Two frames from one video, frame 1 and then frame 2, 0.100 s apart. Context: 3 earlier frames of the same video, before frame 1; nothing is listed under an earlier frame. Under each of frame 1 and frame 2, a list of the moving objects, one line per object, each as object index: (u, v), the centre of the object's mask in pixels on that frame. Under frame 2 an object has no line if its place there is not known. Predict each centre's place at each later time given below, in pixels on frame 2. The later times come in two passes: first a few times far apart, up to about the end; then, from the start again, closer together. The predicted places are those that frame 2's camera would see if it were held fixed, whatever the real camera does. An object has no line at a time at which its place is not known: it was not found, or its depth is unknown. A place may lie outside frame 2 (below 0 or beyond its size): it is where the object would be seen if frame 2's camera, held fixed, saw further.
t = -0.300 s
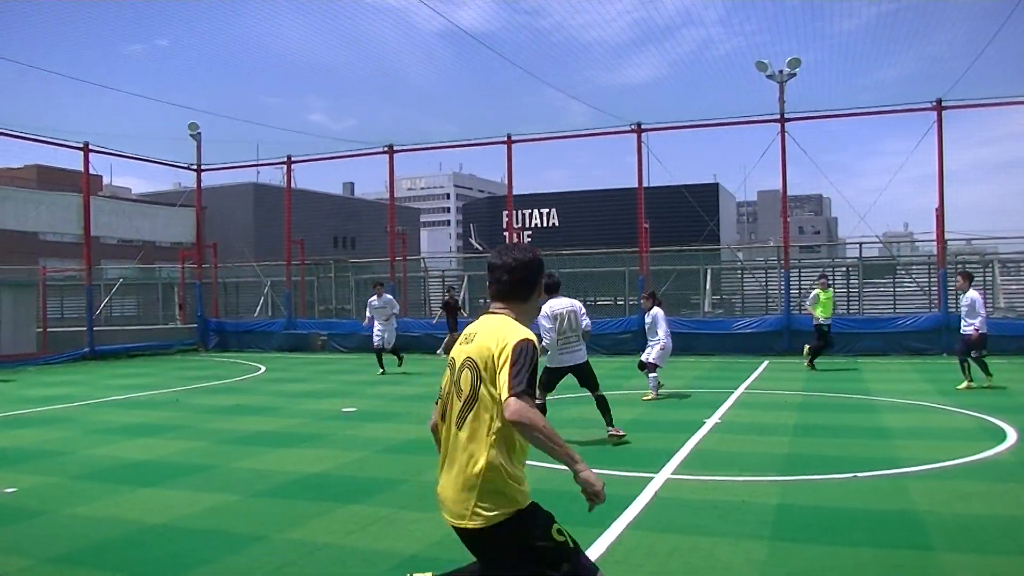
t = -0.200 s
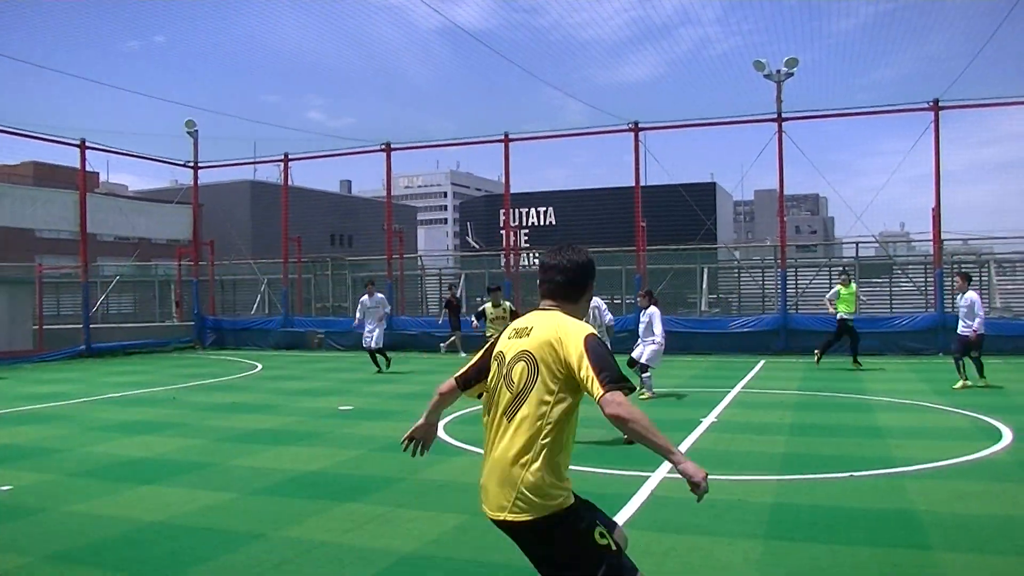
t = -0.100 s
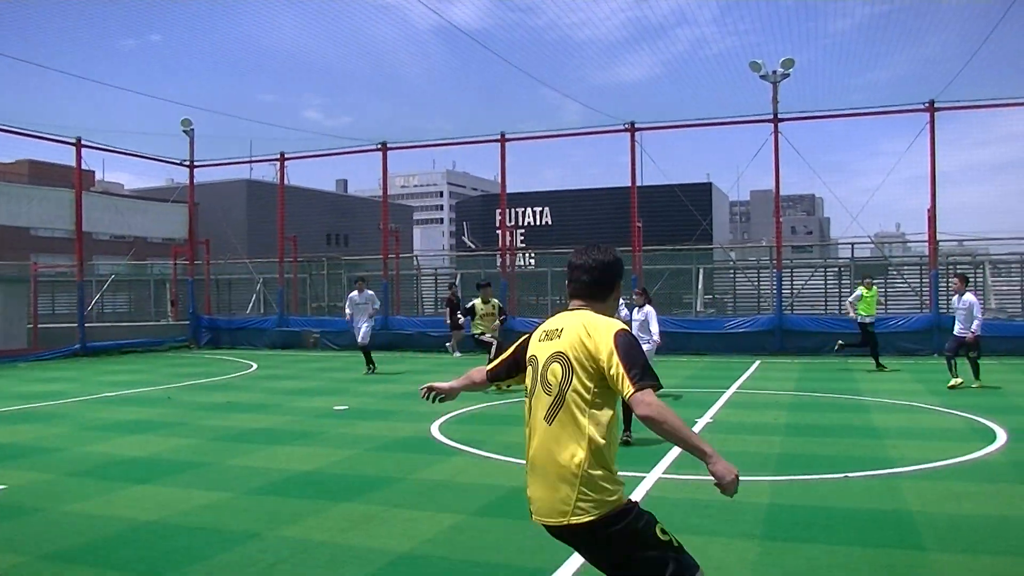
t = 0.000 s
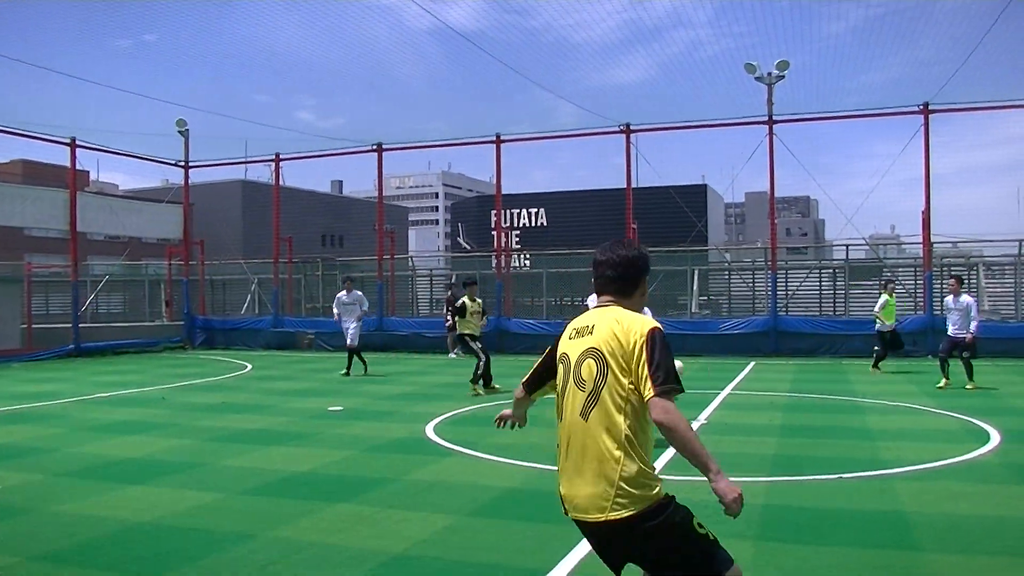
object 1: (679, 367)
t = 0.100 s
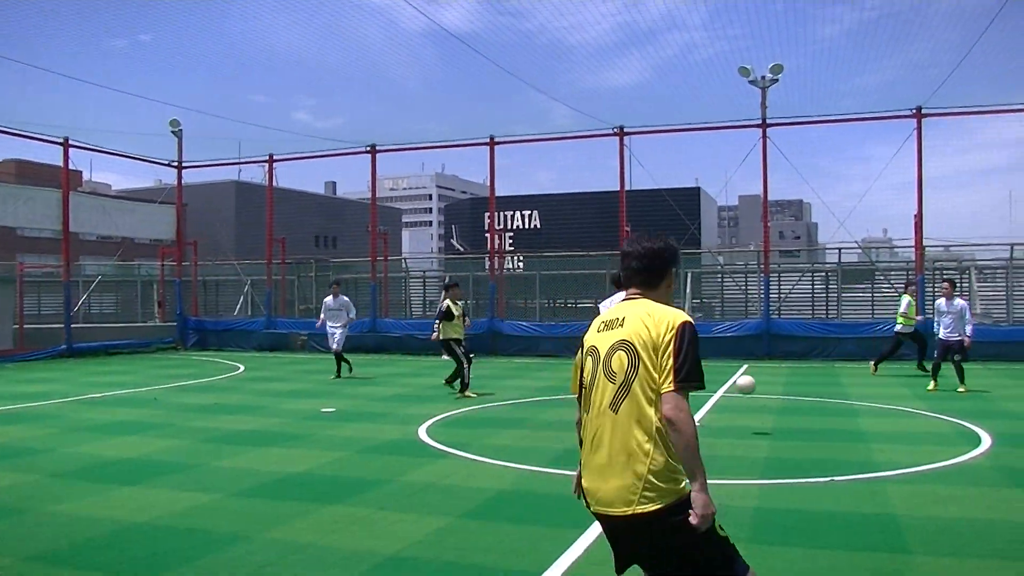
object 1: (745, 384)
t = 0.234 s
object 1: (870, 422)
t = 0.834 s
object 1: (1386, 491)
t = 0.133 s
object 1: (774, 392)
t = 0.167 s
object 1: (804, 400)
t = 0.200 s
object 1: (836, 410)
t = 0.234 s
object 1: (870, 422)
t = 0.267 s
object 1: (906, 436)
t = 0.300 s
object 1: (940, 445)
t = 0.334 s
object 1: (965, 441)
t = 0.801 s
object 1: (1355, 488)
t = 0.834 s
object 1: (1386, 491)
